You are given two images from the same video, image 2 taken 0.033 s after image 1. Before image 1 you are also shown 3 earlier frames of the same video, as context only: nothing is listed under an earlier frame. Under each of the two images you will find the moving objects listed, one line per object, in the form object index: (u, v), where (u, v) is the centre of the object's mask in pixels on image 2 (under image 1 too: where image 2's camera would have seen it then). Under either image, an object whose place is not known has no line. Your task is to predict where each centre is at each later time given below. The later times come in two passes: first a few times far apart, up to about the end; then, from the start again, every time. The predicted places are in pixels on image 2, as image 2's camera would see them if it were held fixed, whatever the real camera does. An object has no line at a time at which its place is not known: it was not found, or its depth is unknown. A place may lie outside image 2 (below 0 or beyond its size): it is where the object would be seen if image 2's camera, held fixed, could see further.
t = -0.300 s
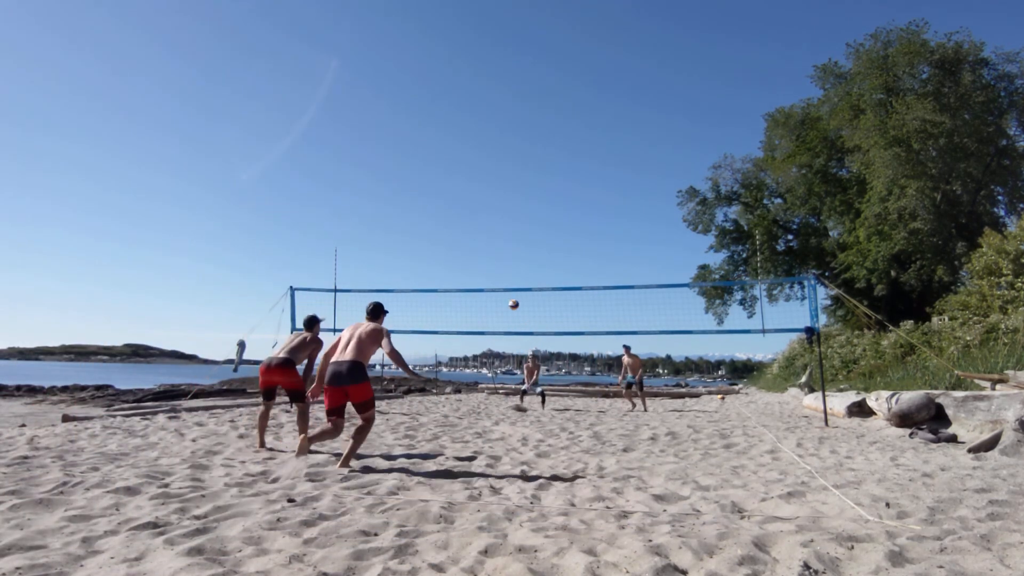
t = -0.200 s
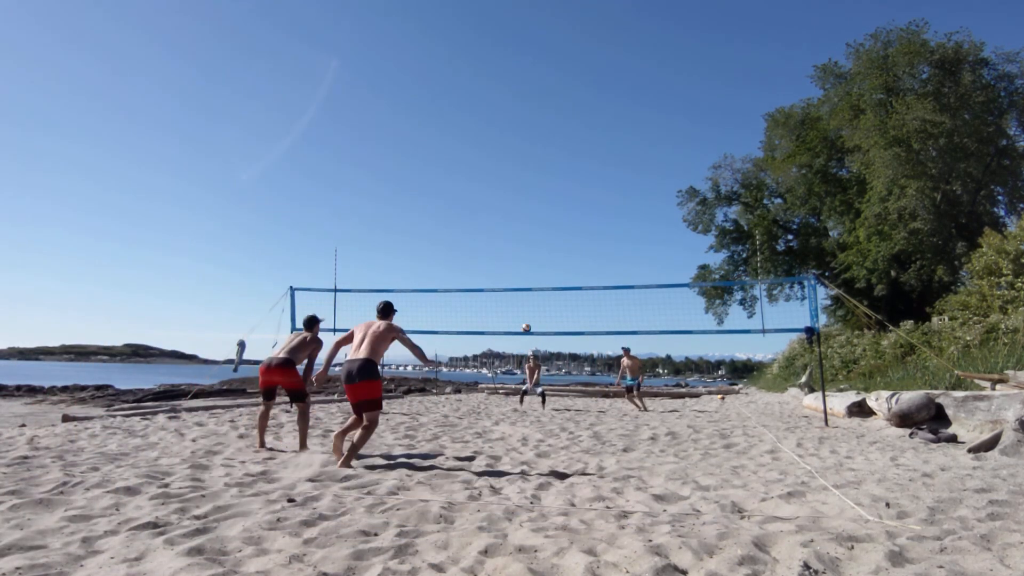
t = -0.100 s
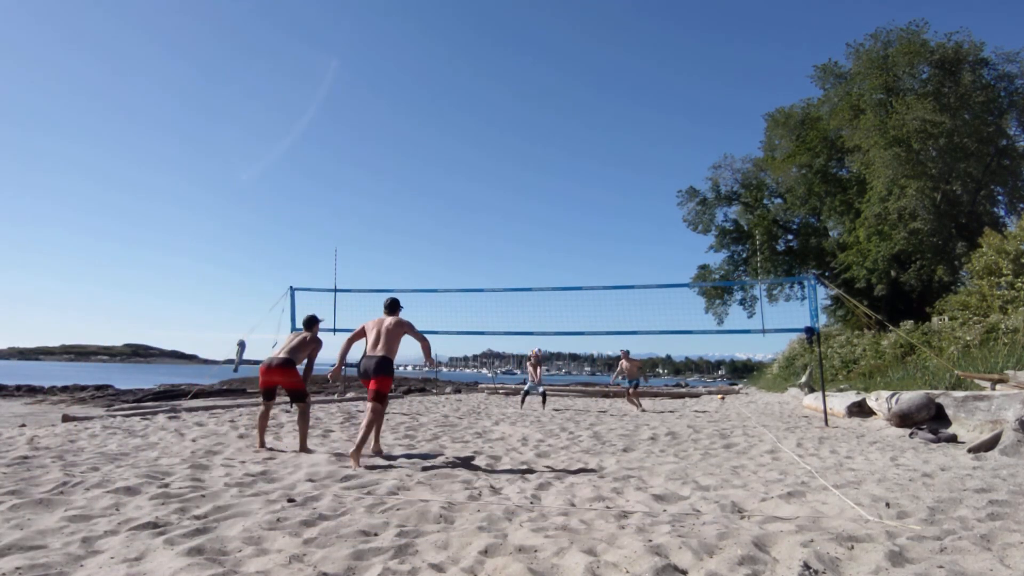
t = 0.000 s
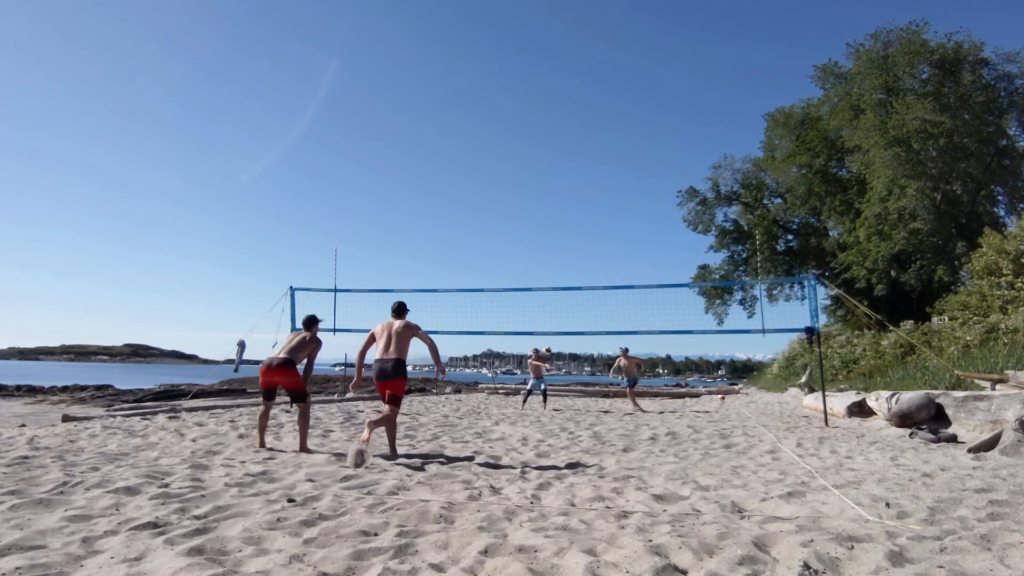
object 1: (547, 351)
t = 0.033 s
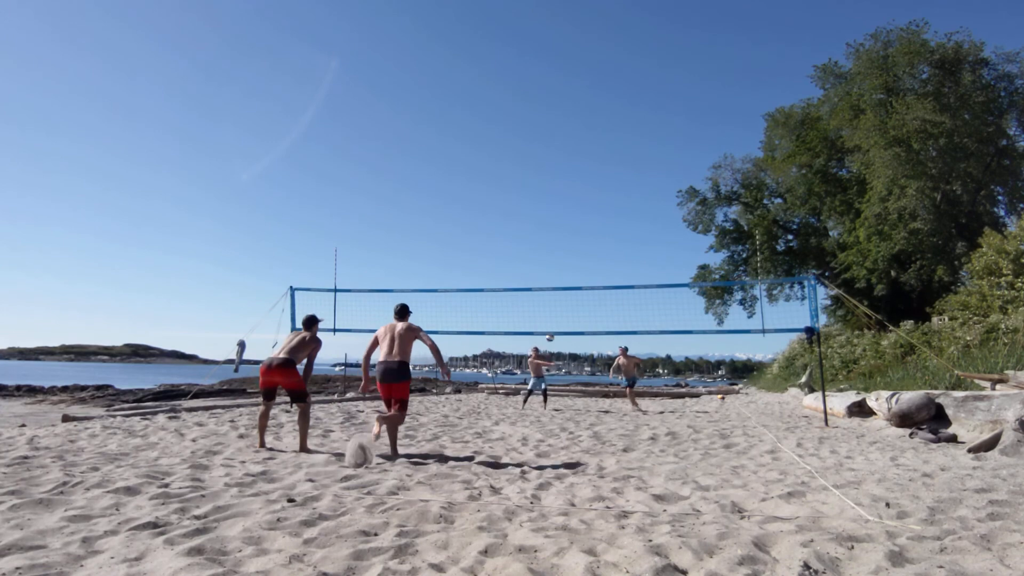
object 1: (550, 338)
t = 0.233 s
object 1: (566, 270)
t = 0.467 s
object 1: (584, 209)
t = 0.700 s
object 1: (601, 167)
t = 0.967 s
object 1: (621, 143)
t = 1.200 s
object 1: (639, 144)
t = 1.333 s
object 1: (649, 155)
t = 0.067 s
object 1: (552, 326)
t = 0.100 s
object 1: (555, 314)
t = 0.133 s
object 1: (558, 302)
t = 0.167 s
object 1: (560, 293)
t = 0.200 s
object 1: (563, 280)
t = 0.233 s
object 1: (566, 270)
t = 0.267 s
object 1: (568, 260)
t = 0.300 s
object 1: (571, 251)
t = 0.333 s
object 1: (573, 241)
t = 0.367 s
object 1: (576, 233)
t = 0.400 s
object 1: (578, 224)
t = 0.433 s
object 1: (581, 216)
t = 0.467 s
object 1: (584, 209)
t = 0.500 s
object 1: (586, 202)
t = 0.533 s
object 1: (589, 194)
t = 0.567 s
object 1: (591, 188)
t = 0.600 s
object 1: (594, 182)
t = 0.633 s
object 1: (596, 177)
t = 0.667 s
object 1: (599, 171)
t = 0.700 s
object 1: (601, 167)
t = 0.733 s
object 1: (604, 162)
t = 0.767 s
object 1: (606, 158)
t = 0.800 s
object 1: (609, 155)
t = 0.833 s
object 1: (611, 151)
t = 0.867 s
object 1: (614, 149)
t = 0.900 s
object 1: (616, 146)
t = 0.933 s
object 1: (619, 144)
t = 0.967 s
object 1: (621, 143)
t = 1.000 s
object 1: (624, 141)
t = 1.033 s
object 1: (626, 140)
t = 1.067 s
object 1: (629, 140)
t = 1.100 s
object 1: (631, 141)
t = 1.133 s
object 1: (634, 141)
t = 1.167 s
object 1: (636, 142)
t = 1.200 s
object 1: (639, 144)
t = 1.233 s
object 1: (641, 146)
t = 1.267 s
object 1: (644, 148)
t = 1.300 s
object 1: (647, 151)
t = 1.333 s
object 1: (649, 155)
